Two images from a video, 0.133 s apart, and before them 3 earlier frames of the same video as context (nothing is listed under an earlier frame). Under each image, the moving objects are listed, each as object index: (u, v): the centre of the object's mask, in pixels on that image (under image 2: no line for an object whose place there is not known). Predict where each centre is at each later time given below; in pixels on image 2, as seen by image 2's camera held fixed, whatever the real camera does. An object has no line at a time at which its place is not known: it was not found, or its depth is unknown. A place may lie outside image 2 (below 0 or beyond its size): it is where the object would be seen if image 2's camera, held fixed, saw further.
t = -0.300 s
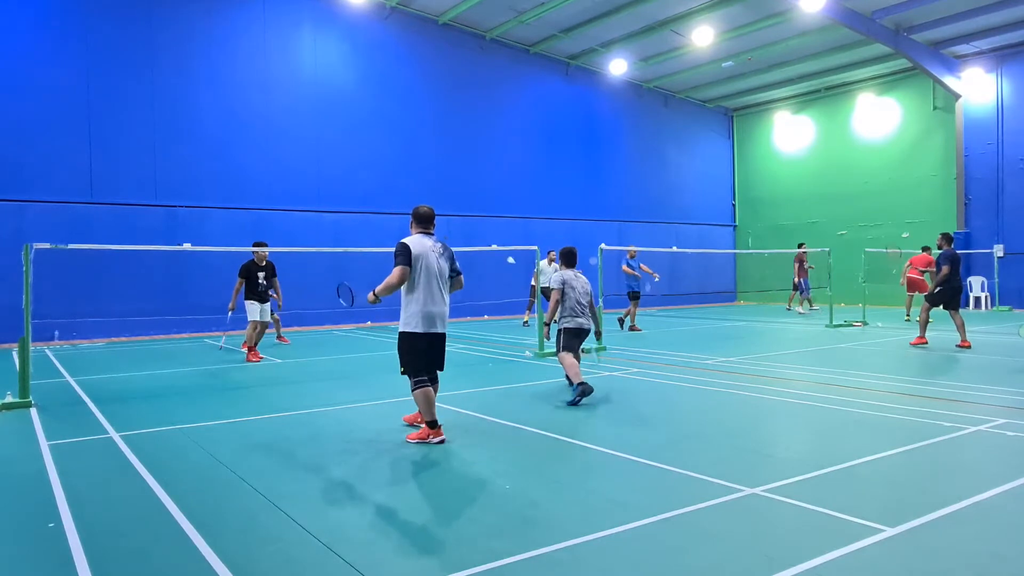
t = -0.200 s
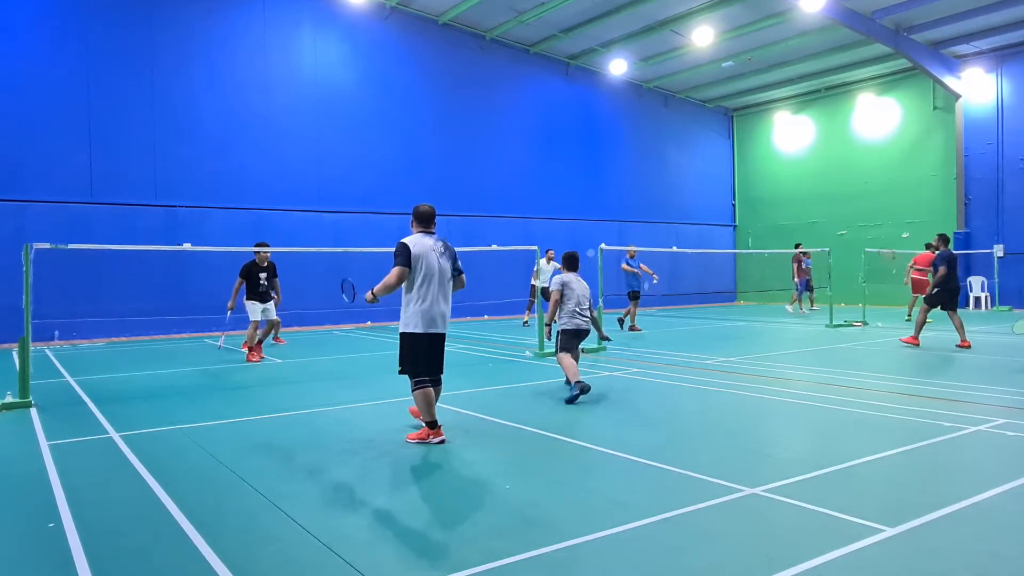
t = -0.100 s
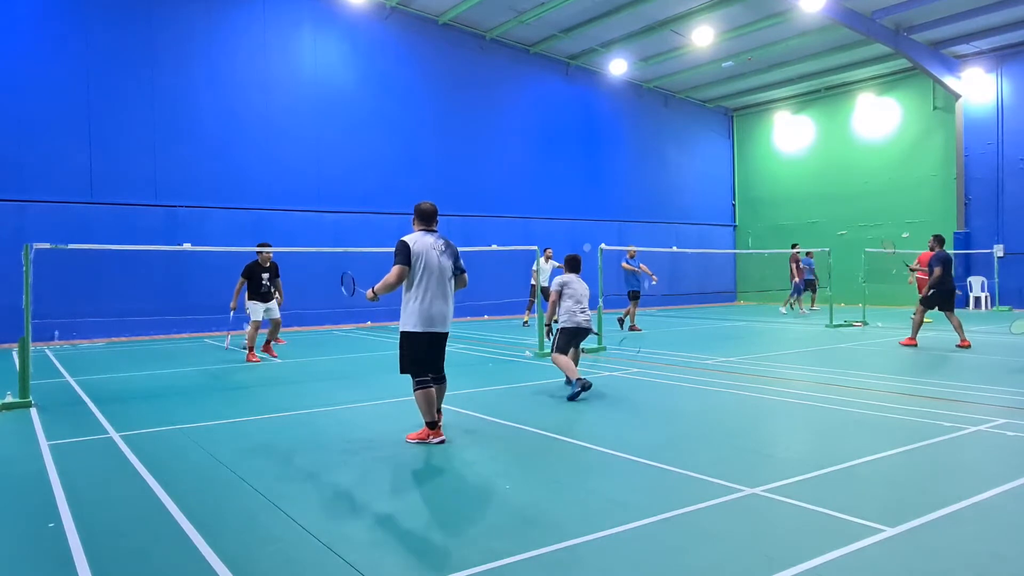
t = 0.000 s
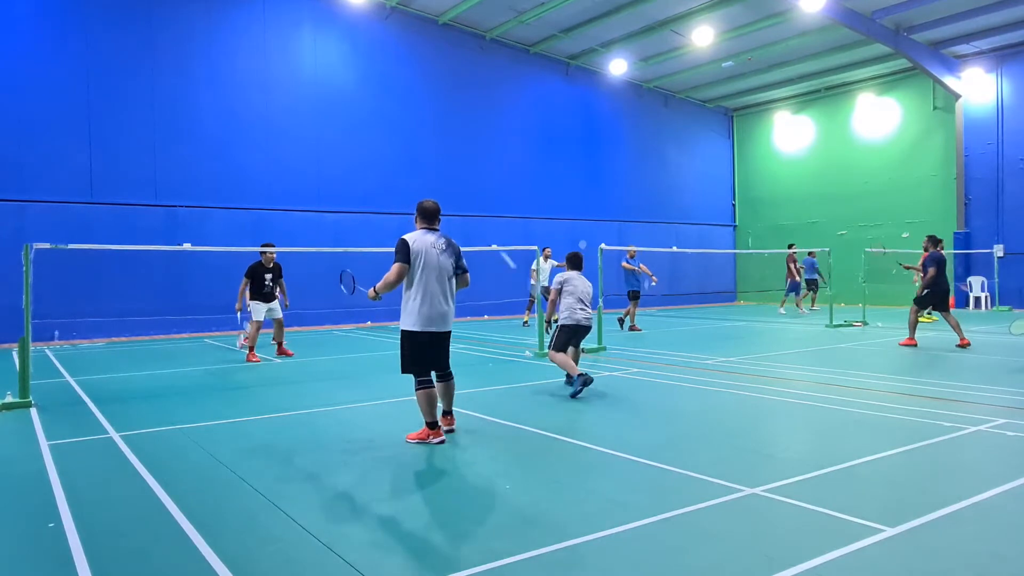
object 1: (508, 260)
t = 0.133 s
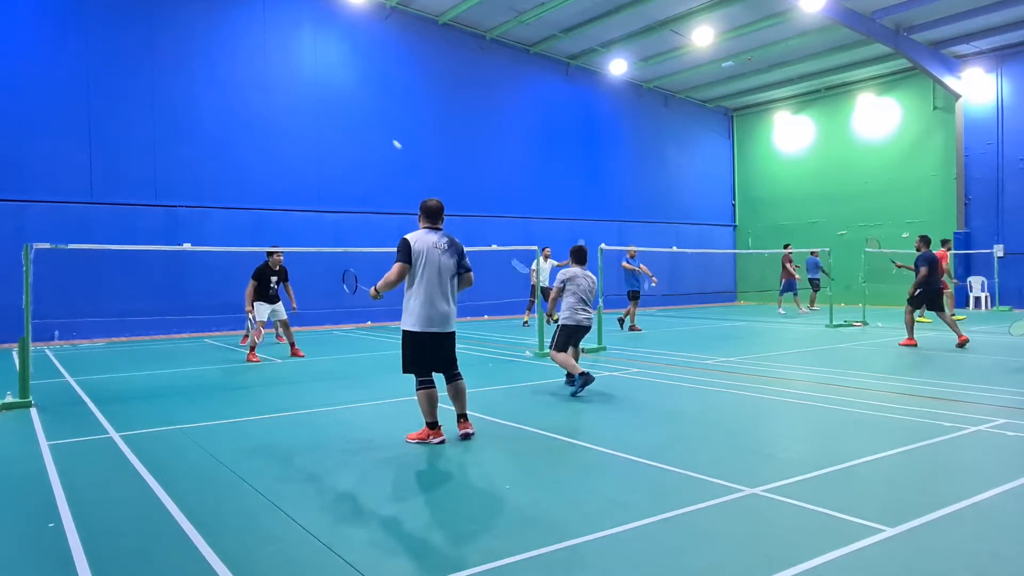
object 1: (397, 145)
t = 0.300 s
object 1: (326, 82)
